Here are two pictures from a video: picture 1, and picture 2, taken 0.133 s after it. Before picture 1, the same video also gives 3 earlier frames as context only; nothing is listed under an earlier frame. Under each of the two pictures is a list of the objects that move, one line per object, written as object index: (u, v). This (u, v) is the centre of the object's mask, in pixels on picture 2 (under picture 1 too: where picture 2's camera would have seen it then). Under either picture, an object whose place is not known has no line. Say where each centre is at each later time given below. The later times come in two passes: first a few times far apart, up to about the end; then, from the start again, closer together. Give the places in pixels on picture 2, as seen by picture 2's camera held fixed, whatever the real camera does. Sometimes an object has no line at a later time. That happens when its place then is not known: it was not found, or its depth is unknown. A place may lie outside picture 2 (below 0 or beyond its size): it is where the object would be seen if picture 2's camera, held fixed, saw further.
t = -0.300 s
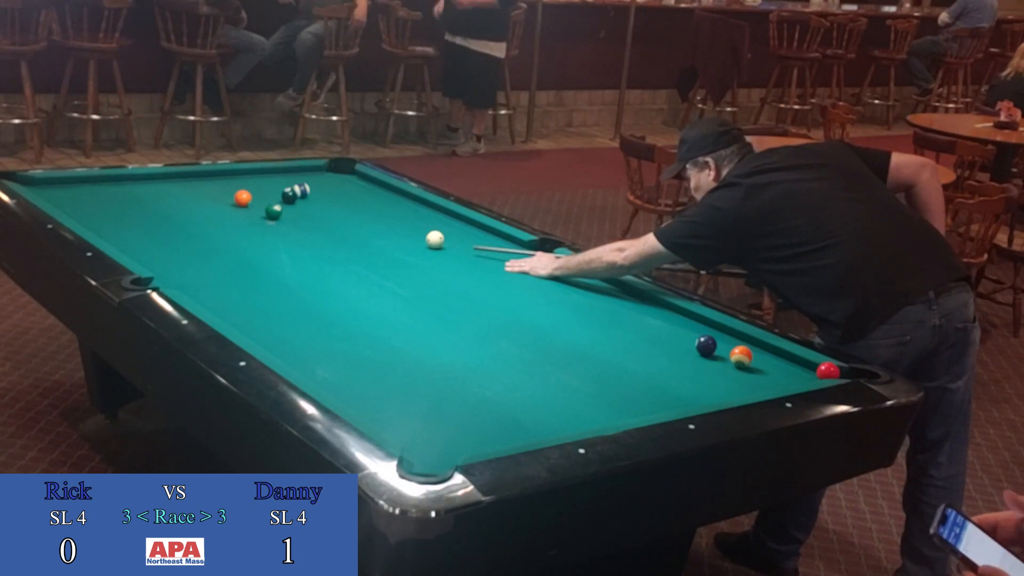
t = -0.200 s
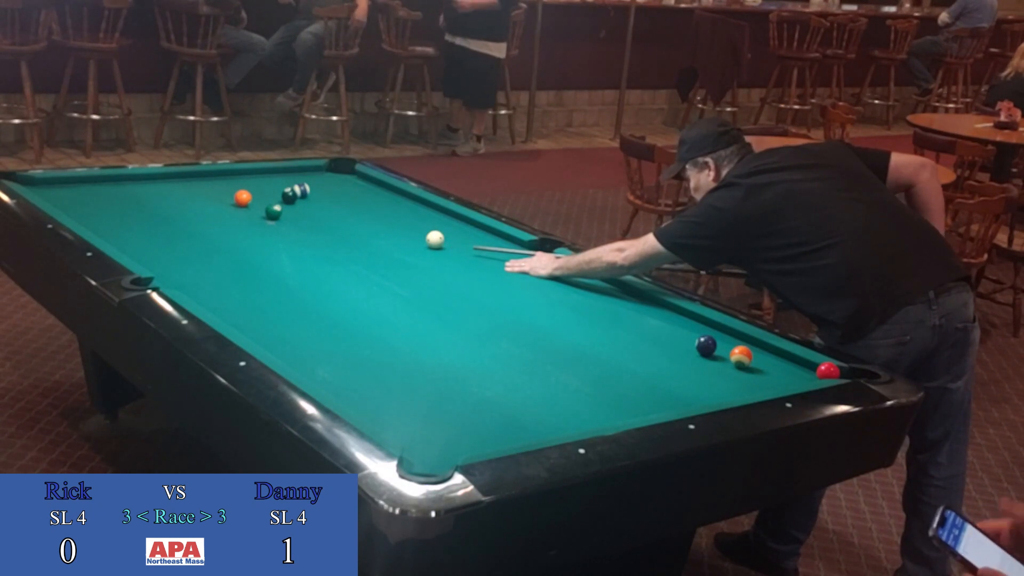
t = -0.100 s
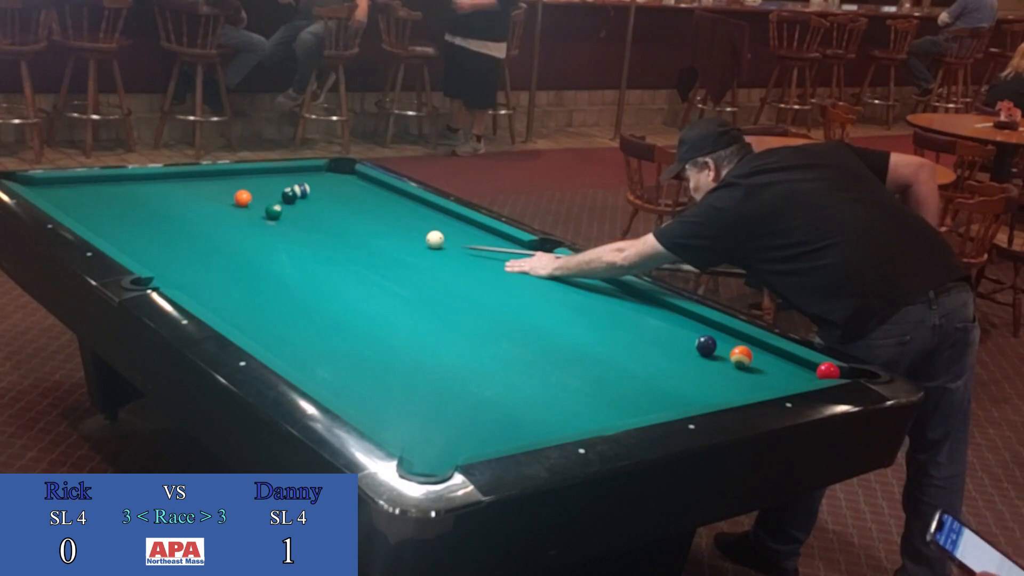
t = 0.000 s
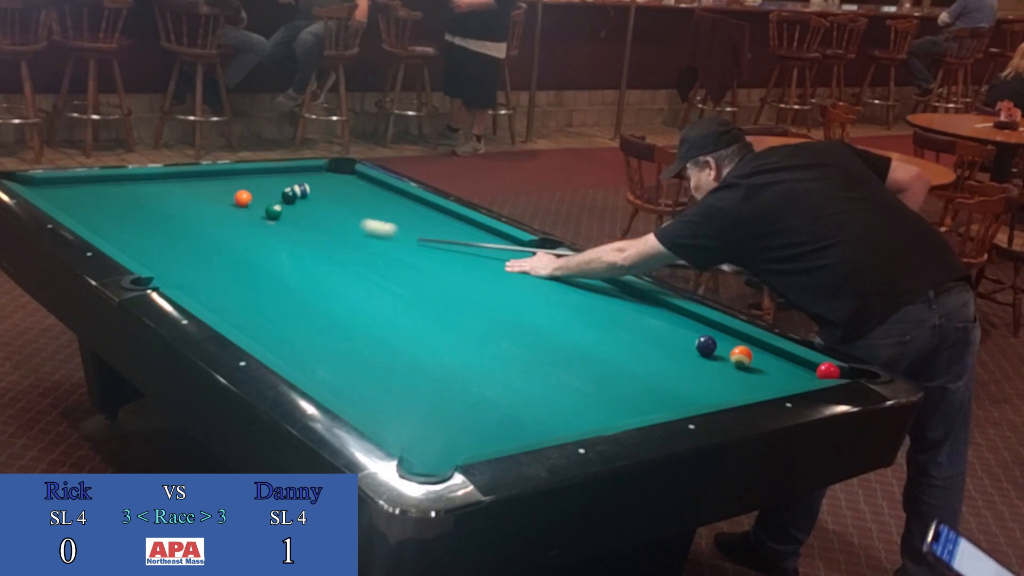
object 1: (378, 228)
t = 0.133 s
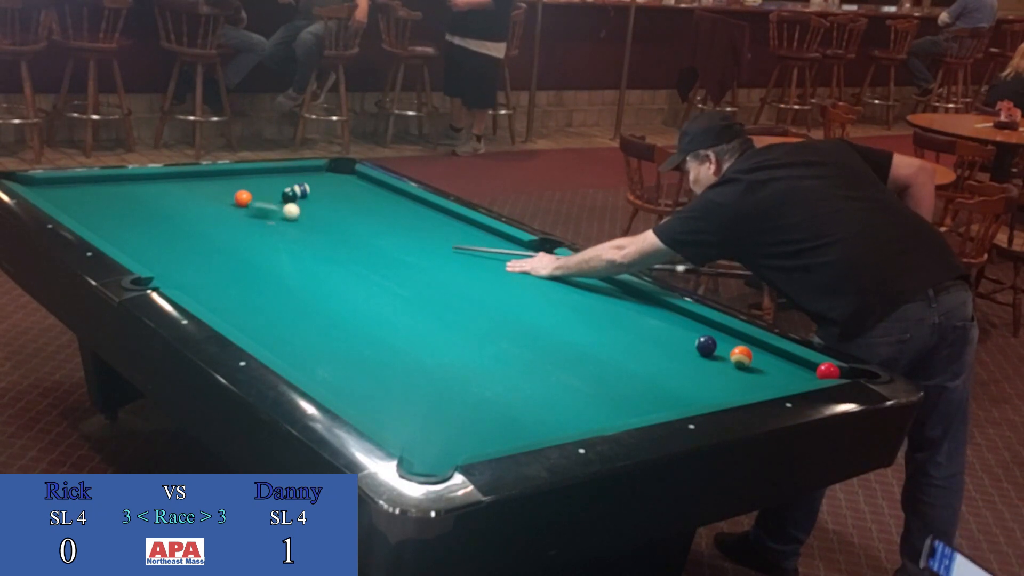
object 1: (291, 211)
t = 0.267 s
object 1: (299, 207)
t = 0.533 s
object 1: (326, 203)
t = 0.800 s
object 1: (351, 200)
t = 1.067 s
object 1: (373, 196)
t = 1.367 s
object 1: (396, 193)
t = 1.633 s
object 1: (391, 193)
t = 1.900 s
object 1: (378, 193)
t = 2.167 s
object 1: (367, 193)
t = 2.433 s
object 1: (357, 193)
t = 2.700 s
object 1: (348, 193)
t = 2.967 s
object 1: (342, 194)
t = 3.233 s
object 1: (336, 194)
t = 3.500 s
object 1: (332, 194)
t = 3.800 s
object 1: (329, 194)
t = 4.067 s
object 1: (328, 194)
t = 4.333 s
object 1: (327, 194)
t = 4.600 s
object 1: (327, 194)
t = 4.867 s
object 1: (327, 194)
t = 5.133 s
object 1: (327, 194)
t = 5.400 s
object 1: (327, 194)
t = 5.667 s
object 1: (327, 194)
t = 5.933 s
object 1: (327, 194)
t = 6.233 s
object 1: (327, 194)
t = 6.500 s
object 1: (327, 194)
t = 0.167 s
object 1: (292, 210)
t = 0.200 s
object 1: (294, 209)
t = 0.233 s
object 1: (297, 208)
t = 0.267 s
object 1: (299, 207)
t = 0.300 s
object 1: (303, 207)
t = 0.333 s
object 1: (306, 206)
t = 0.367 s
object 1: (310, 206)
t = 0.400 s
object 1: (313, 205)
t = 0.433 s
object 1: (317, 205)
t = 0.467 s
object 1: (320, 204)
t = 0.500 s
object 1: (323, 204)
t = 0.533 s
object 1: (326, 203)
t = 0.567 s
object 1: (330, 203)
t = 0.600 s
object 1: (333, 202)
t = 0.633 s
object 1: (336, 202)
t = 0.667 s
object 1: (339, 201)
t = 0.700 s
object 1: (342, 201)
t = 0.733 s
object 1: (345, 200)
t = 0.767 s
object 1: (348, 200)
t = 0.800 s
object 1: (351, 200)
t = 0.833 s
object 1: (354, 199)
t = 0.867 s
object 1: (357, 199)
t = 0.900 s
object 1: (360, 198)
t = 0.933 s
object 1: (363, 198)
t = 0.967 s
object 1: (365, 198)
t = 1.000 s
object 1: (368, 197)
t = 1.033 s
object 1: (371, 197)
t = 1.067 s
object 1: (373, 196)
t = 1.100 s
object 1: (376, 196)
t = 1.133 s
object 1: (379, 196)
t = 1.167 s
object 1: (381, 195)
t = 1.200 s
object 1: (384, 195)
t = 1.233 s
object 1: (386, 195)
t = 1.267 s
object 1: (389, 194)
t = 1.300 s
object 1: (391, 194)
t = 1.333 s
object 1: (394, 193)
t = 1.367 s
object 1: (396, 193)
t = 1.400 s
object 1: (399, 193)
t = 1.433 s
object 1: (401, 193)
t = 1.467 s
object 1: (399, 193)
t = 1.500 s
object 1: (397, 193)
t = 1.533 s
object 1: (396, 193)
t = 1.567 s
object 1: (394, 192)
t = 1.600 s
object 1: (392, 193)
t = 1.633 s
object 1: (391, 193)
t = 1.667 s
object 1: (389, 192)
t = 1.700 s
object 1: (387, 193)
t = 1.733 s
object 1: (386, 193)
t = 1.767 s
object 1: (384, 193)
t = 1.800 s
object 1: (382, 193)
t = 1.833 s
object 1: (381, 193)
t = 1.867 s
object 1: (379, 193)
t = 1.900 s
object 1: (378, 193)
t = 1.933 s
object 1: (376, 193)
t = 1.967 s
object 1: (375, 193)
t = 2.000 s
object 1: (373, 193)
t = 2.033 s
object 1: (372, 193)
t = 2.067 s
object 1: (371, 193)
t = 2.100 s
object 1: (369, 193)
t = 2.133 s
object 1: (368, 193)
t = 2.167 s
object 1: (367, 193)
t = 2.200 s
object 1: (365, 193)
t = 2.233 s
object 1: (364, 193)
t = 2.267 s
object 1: (363, 193)
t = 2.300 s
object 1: (361, 193)
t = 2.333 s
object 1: (360, 193)
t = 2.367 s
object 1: (359, 193)
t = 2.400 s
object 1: (358, 193)
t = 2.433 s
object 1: (357, 193)
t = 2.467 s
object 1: (355, 193)
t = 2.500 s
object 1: (354, 193)
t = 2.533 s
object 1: (353, 193)
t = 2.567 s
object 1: (352, 193)
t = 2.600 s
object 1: (351, 193)
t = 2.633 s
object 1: (350, 193)
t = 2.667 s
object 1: (349, 193)
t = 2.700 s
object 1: (348, 193)
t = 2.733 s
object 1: (347, 193)
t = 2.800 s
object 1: (346, 193)
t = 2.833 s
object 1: (345, 193)
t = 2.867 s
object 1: (344, 193)
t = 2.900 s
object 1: (343, 194)
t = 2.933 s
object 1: (343, 194)
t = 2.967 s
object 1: (342, 194)
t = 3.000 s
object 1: (341, 194)
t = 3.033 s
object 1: (340, 193)
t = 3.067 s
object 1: (339, 193)
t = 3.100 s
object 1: (338, 193)
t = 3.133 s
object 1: (338, 194)
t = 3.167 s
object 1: (337, 193)
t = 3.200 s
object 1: (337, 194)
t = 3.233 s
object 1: (336, 194)
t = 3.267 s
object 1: (335, 194)
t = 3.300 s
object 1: (335, 194)
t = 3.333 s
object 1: (334, 194)
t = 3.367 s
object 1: (333, 194)
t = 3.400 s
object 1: (333, 194)
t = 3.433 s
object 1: (333, 194)
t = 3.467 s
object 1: (332, 194)
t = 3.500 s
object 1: (332, 194)
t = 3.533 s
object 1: (331, 194)
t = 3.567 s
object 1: (331, 194)
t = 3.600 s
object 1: (330, 193)
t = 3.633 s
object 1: (330, 193)
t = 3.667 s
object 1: (330, 193)
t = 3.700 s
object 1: (329, 194)
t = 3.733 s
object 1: (329, 194)
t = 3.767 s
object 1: (329, 194)
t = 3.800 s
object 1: (329, 194)
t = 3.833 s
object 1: (329, 194)
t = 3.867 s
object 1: (328, 194)
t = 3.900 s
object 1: (328, 194)
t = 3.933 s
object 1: (328, 194)
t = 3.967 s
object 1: (328, 193)
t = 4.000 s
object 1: (328, 194)
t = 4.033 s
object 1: (328, 194)
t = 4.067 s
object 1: (328, 194)
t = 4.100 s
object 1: (328, 194)
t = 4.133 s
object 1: (328, 194)
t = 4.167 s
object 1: (328, 194)
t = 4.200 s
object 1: (327, 194)
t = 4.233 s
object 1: (327, 193)
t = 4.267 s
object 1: (327, 193)
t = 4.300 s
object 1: (327, 194)
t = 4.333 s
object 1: (327, 194)
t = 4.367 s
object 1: (327, 194)
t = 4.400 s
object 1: (327, 194)
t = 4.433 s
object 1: (327, 194)
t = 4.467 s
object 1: (327, 194)
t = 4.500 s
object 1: (327, 194)
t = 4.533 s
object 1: (327, 194)
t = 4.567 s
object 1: (327, 194)
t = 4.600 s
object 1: (327, 194)
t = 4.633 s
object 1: (327, 194)
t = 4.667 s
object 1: (327, 194)
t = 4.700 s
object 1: (327, 194)
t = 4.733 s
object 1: (327, 193)
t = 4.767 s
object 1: (327, 194)
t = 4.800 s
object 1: (327, 194)
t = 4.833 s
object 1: (327, 194)
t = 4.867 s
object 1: (327, 194)
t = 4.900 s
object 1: (327, 194)
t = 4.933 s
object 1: (327, 194)
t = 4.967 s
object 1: (327, 194)
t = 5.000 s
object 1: (327, 194)
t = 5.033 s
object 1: (327, 194)
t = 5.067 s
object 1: (327, 194)
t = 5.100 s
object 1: (327, 194)
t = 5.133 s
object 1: (327, 194)
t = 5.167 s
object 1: (327, 194)
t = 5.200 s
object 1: (327, 194)
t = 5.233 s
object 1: (327, 194)
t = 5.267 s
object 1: (327, 194)
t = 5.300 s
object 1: (327, 194)
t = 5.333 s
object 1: (327, 194)
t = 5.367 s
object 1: (327, 194)
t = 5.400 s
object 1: (327, 194)
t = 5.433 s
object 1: (327, 194)
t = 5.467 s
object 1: (327, 194)
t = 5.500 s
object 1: (327, 194)
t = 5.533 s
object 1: (327, 194)
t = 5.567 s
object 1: (327, 194)
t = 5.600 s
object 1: (328, 194)
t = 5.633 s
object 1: (327, 194)
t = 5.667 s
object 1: (327, 194)
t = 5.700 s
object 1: (327, 194)
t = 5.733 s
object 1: (327, 194)
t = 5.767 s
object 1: (327, 194)
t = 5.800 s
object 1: (327, 194)
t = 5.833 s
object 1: (327, 194)
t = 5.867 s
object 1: (327, 194)
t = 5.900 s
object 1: (327, 194)
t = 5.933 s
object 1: (327, 194)
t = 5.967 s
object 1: (327, 194)
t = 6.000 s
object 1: (327, 194)
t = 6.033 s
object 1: (327, 194)
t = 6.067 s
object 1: (327, 194)
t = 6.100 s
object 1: (327, 194)
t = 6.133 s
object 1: (327, 194)
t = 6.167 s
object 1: (327, 194)
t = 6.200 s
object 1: (327, 193)
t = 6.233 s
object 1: (327, 194)
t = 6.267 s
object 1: (327, 194)
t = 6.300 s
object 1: (327, 194)
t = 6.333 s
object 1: (327, 194)
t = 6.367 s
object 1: (327, 194)
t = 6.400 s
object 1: (327, 194)
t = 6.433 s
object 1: (327, 194)
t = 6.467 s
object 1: (327, 194)
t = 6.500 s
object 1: (327, 194)
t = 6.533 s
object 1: (327, 194)
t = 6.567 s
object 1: (327, 194)
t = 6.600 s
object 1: (327, 194)
